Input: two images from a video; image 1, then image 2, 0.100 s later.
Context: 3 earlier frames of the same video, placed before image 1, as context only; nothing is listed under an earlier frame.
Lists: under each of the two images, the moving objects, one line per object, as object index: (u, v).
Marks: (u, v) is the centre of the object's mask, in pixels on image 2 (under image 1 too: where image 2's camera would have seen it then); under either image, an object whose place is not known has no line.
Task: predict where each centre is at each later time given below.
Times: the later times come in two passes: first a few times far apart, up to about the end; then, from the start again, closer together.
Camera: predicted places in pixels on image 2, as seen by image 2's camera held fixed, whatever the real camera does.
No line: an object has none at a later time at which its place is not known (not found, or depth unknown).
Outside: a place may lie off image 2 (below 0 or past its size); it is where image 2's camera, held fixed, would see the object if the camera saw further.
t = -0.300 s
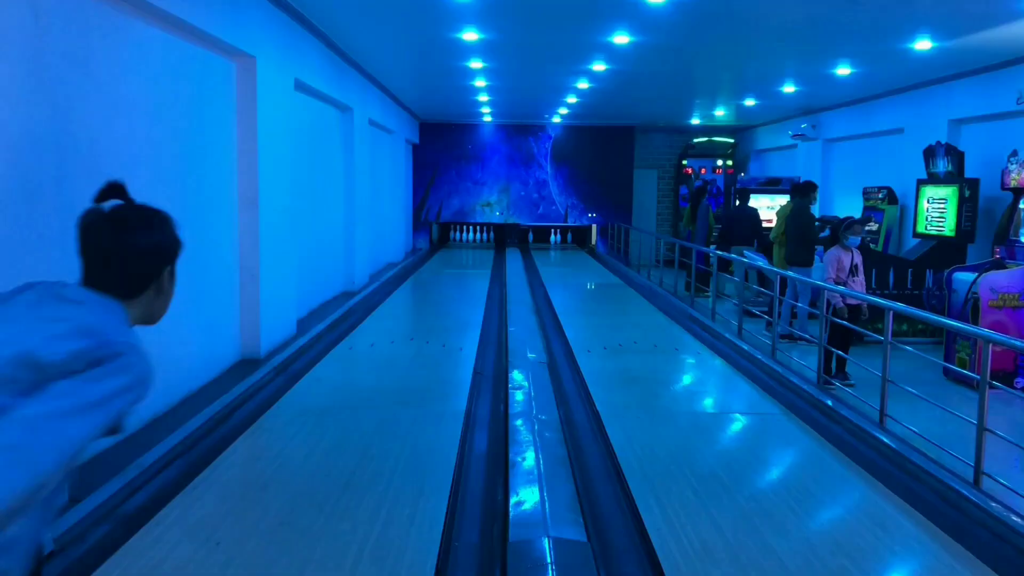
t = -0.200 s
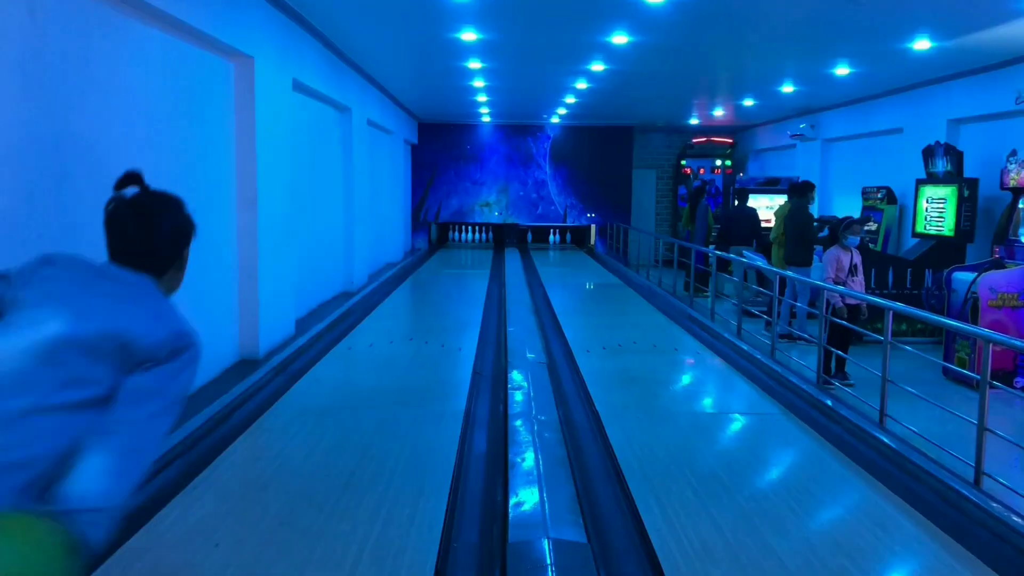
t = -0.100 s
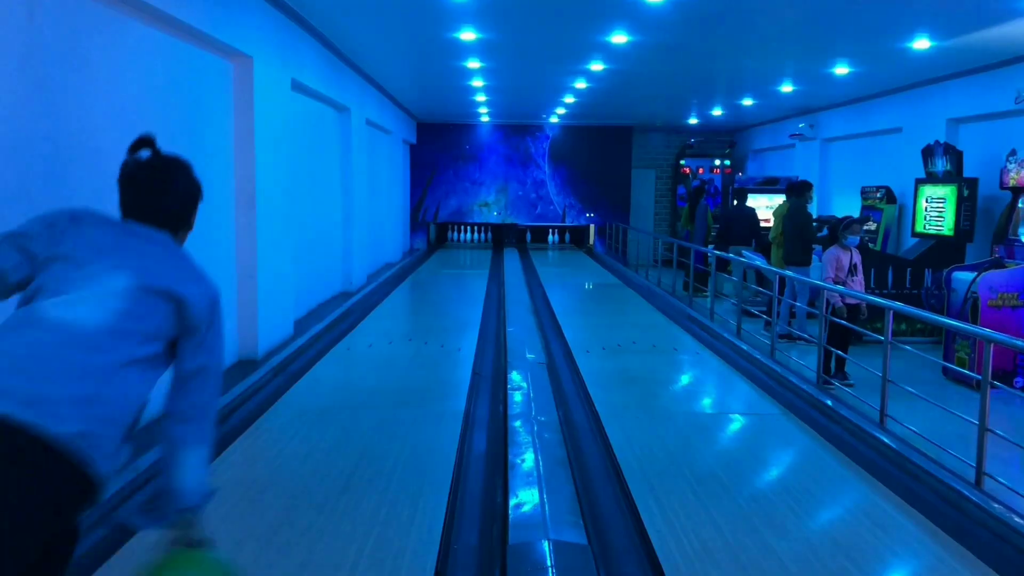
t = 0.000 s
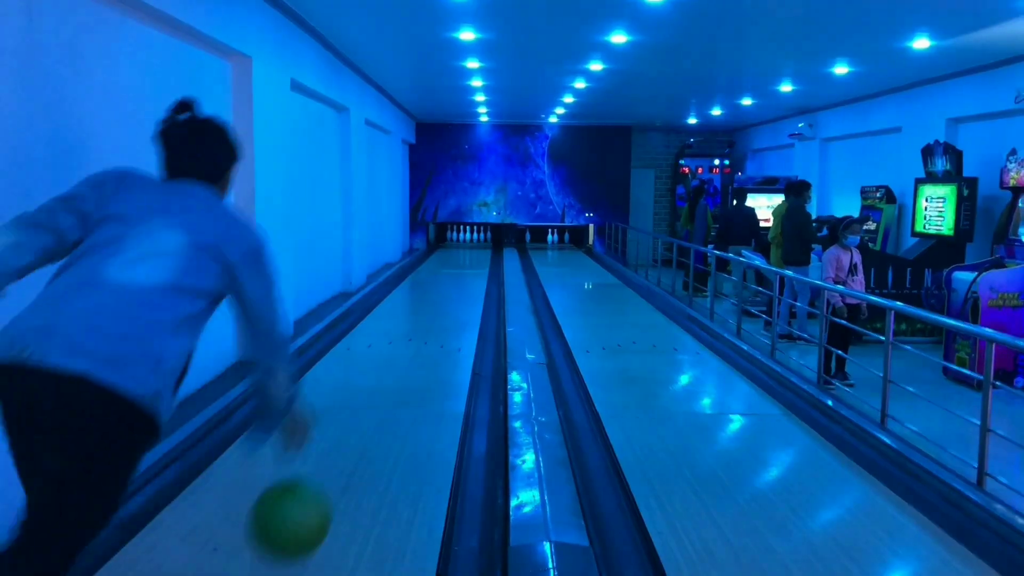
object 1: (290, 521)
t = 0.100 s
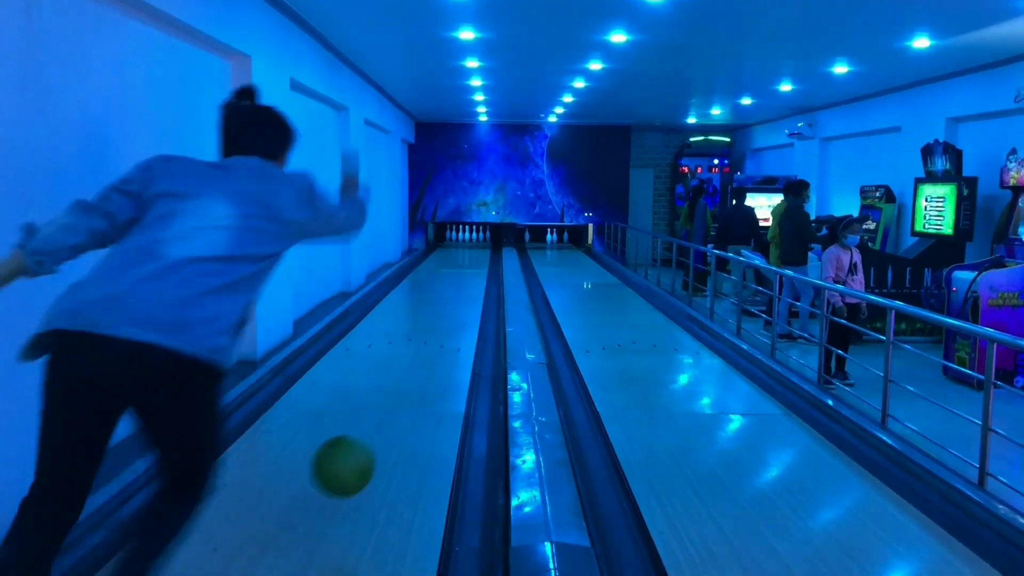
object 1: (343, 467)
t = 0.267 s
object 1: (391, 412)
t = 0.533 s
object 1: (428, 349)
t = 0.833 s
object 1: (448, 309)
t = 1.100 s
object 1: (457, 289)
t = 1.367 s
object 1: (463, 275)
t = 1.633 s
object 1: (467, 265)
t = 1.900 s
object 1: (469, 258)
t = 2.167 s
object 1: (470, 252)
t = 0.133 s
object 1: (356, 459)
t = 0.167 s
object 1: (366, 456)
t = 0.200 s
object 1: (376, 441)
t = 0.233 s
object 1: (384, 424)
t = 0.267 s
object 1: (391, 412)
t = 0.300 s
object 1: (398, 403)
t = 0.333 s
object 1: (403, 393)
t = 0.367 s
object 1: (409, 385)
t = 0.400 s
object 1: (419, 386)
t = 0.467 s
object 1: (432, 355)
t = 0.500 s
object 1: (427, 350)
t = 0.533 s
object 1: (428, 349)
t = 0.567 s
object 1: (431, 343)
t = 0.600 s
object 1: (433, 338)
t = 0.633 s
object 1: (436, 333)
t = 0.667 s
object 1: (438, 328)
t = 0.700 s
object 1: (441, 324)
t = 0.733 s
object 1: (443, 320)
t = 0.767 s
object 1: (444, 316)
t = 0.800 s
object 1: (446, 312)
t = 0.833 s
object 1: (448, 309)
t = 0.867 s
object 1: (449, 306)
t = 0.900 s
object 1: (450, 303)
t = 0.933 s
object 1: (452, 301)
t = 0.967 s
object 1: (453, 298)
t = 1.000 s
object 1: (454, 295)
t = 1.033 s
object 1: (455, 293)
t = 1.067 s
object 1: (456, 291)
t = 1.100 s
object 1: (457, 289)
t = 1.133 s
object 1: (458, 287)
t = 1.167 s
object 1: (459, 285)
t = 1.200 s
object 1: (460, 283)
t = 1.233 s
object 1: (460, 281)
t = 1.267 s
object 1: (461, 279)
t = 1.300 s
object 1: (462, 277)
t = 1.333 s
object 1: (462, 276)
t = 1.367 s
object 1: (463, 275)
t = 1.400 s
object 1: (464, 273)
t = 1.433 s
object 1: (464, 271)
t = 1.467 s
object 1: (465, 270)
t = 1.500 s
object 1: (465, 269)
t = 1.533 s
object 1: (465, 268)
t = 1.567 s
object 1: (466, 267)
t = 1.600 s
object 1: (466, 265)
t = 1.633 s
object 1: (467, 265)
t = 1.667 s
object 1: (467, 263)
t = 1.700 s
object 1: (467, 263)
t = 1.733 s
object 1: (468, 262)
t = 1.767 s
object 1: (468, 261)
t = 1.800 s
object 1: (468, 260)
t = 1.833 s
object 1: (468, 259)
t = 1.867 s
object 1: (469, 259)
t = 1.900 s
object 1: (469, 258)
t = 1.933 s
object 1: (469, 257)
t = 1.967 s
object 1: (469, 257)
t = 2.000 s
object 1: (470, 256)
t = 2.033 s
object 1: (470, 255)
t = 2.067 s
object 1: (470, 254)
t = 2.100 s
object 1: (470, 254)
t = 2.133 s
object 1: (470, 253)
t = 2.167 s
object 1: (470, 252)
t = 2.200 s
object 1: (470, 251)
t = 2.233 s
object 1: (471, 250)
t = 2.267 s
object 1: (471, 250)
